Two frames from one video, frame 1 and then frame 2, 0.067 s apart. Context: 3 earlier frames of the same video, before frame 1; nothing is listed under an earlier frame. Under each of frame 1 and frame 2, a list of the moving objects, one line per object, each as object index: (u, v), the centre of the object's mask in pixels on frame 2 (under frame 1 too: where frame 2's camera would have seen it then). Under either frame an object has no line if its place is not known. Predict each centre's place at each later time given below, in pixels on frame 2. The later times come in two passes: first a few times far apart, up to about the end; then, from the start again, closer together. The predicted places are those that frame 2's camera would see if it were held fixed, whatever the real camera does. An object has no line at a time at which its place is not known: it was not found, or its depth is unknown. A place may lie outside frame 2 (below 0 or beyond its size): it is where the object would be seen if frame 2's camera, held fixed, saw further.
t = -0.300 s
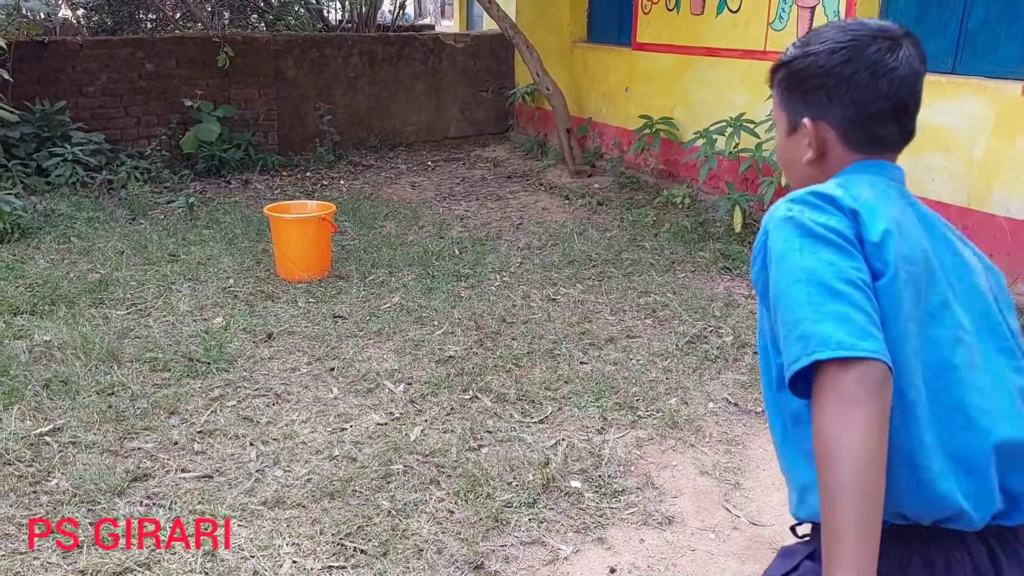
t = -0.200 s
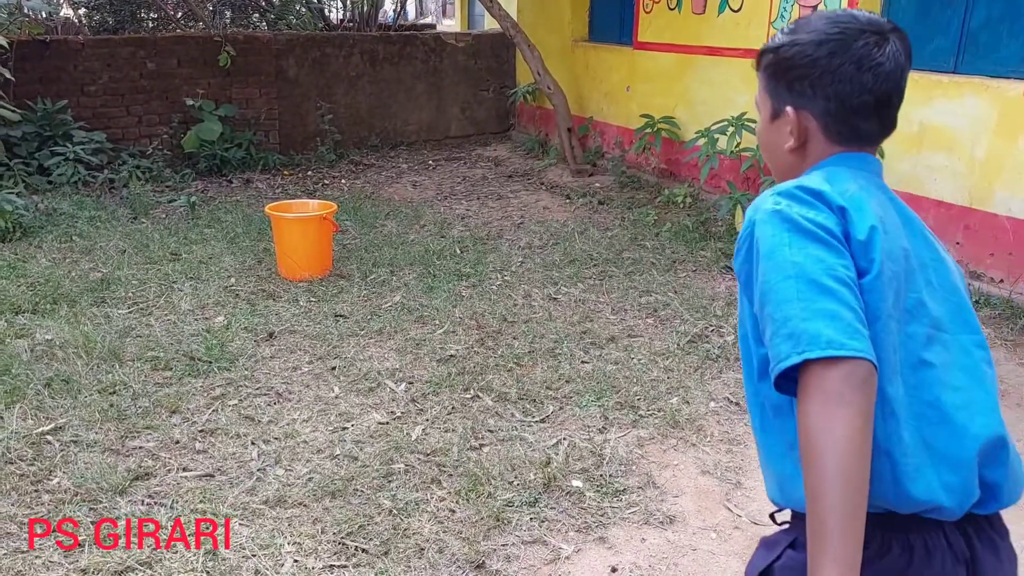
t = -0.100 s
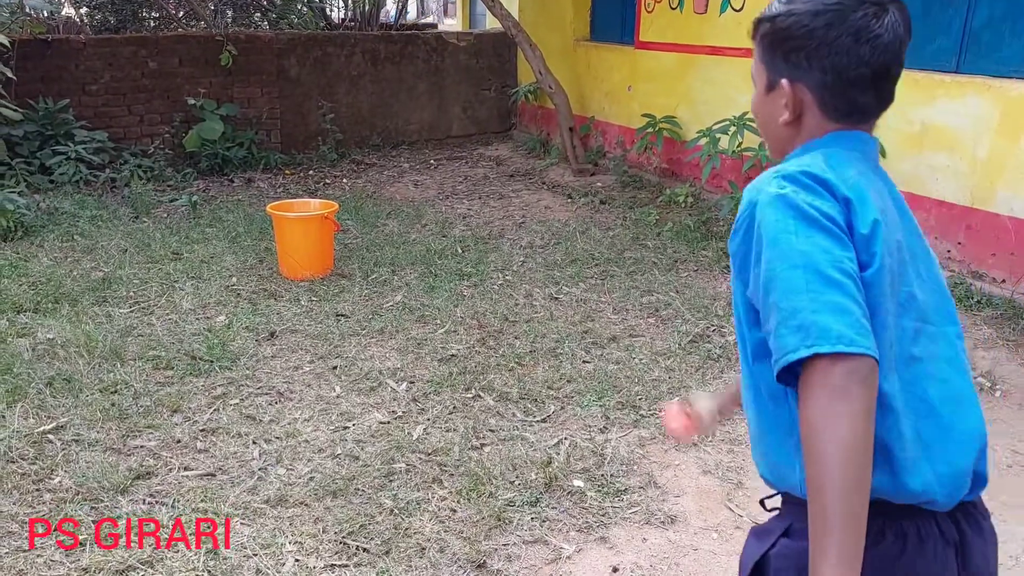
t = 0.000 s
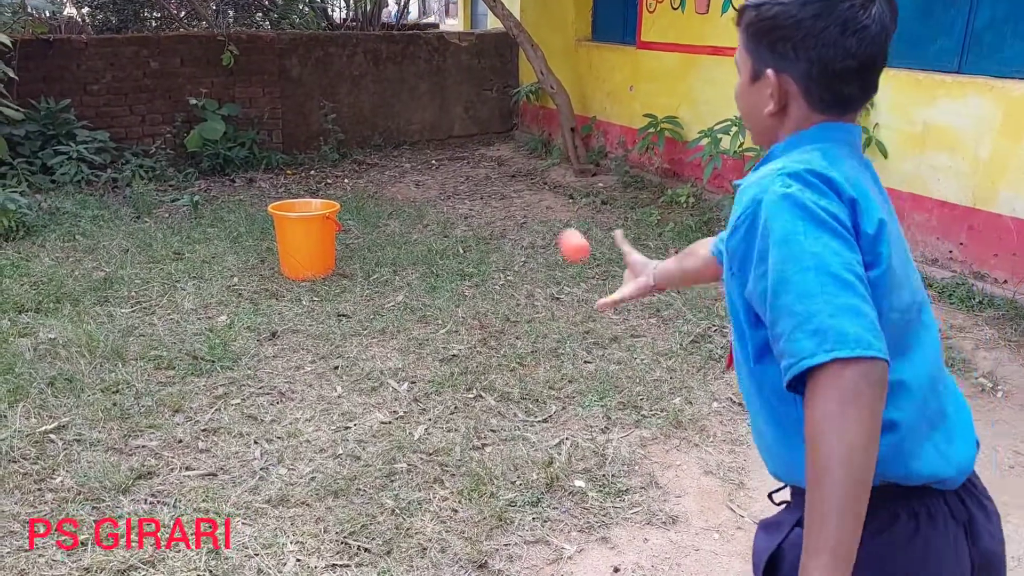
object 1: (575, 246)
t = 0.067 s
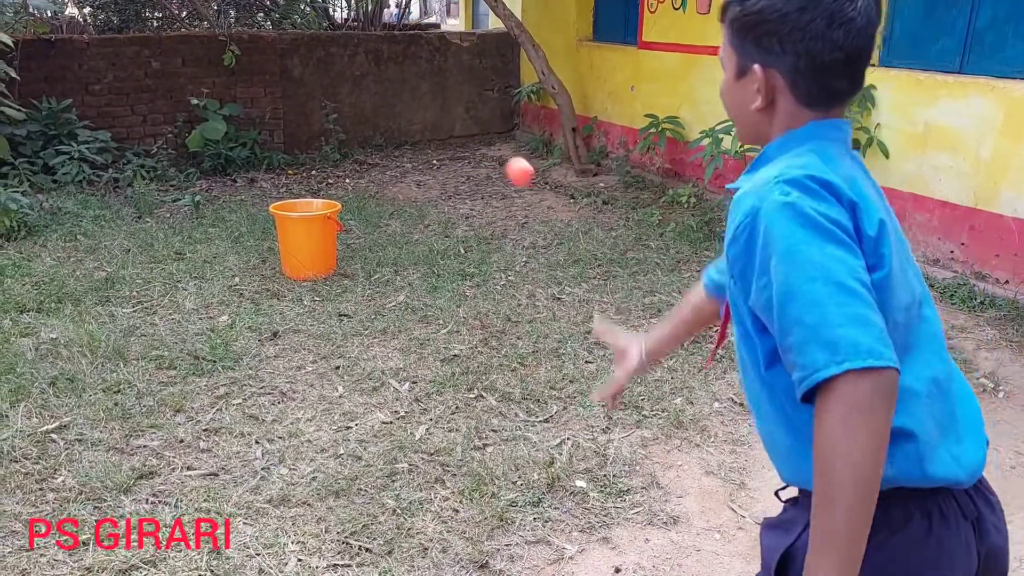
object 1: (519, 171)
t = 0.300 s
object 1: (389, 99)
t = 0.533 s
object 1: (321, 193)
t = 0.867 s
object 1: (243, 287)
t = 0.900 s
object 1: (234, 296)
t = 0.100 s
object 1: (495, 145)
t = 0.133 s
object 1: (473, 124)
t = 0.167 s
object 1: (453, 110)
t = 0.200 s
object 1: (435, 101)
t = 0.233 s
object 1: (418, 97)
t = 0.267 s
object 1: (402, 96)
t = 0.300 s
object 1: (389, 99)
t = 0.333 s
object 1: (376, 105)
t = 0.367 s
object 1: (364, 115)
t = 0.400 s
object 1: (354, 127)
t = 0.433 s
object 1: (345, 141)
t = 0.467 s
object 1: (336, 157)
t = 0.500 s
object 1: (328, 175)
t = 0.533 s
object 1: (321, 193)
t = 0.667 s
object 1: (299, 277)
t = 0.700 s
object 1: (289, 274)
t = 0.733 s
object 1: (280, 272)
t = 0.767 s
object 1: (272, 272)
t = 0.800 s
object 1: (262, 274)
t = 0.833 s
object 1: (253, 279)
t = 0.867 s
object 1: (243, 287)
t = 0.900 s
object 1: (234, 296)
